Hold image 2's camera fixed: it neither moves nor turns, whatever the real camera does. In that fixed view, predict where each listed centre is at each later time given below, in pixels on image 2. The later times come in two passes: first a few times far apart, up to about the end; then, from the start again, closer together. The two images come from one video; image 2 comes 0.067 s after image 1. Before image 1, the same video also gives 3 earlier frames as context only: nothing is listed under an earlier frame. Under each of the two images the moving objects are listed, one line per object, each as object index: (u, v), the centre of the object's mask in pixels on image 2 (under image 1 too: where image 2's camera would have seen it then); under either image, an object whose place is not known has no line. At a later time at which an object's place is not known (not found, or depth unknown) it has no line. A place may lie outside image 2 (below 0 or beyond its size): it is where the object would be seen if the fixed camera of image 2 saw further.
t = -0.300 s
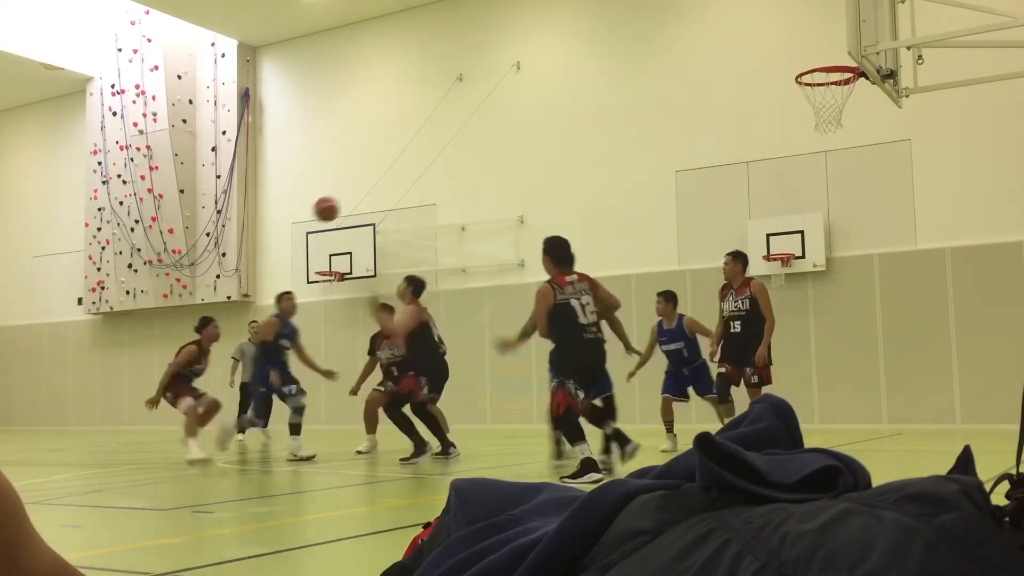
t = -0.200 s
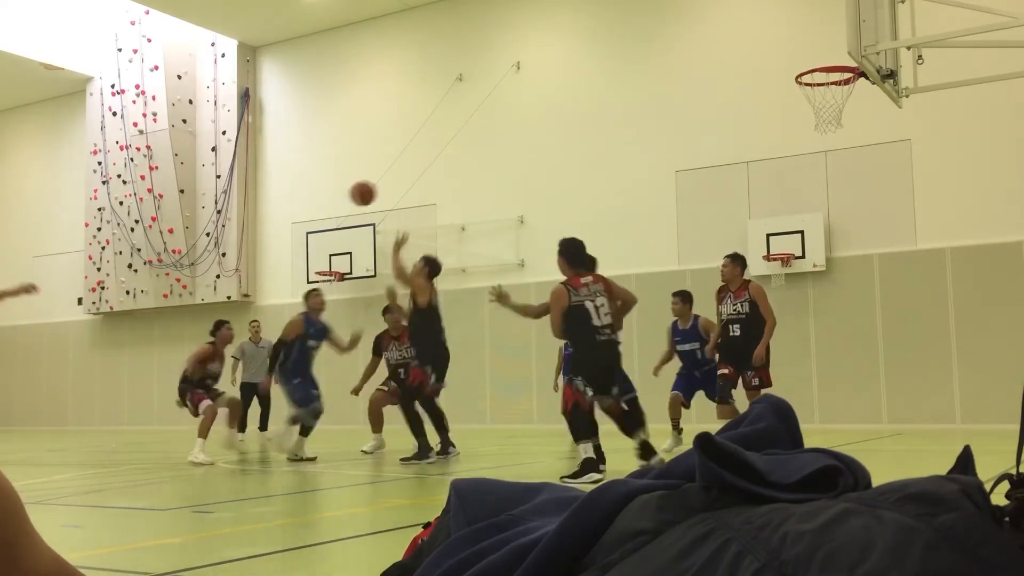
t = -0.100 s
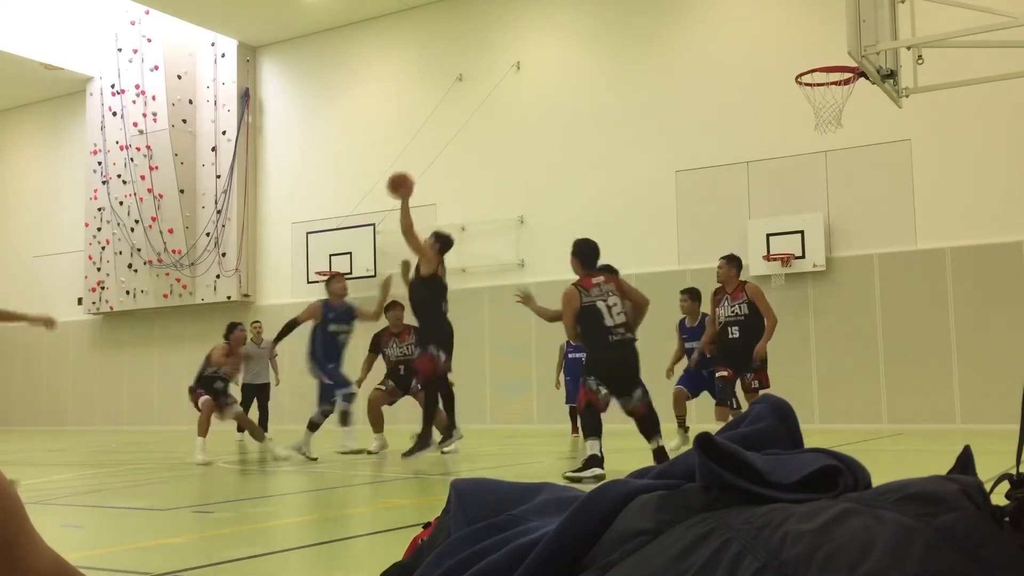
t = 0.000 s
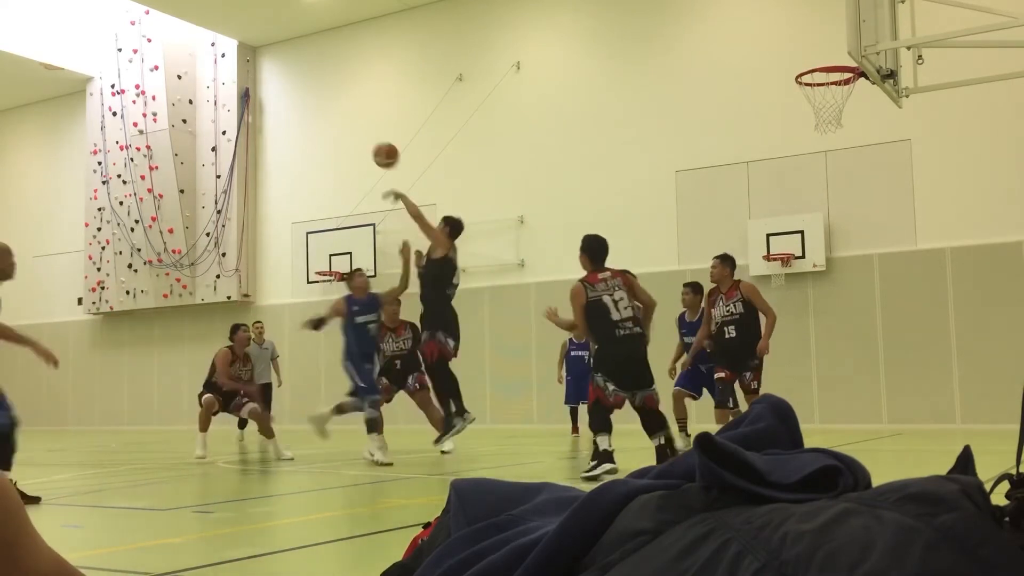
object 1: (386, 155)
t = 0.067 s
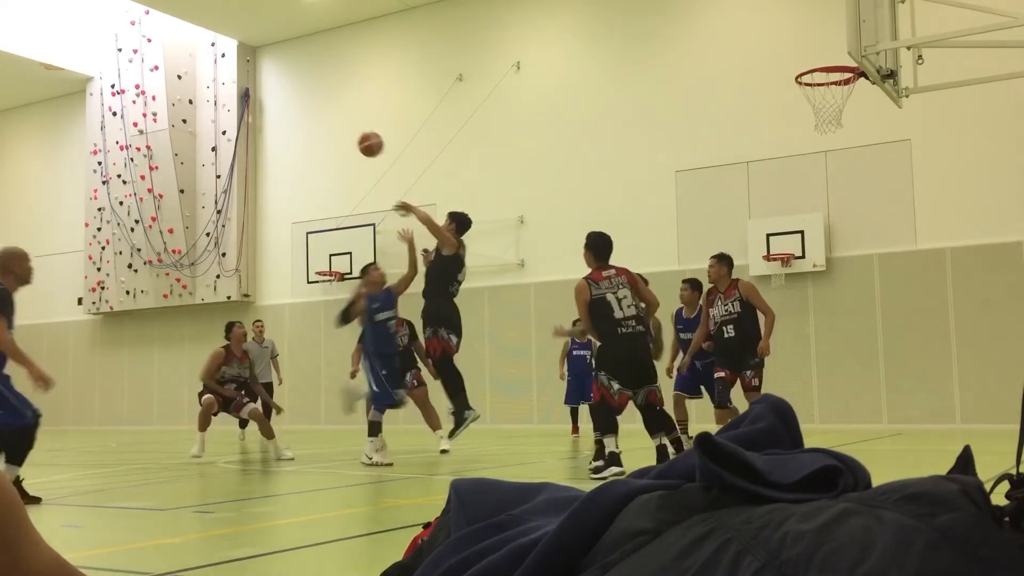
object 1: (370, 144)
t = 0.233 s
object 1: (336, 137)
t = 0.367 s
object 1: (311, 150)
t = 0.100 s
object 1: (363, 141)
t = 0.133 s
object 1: (356, 138)
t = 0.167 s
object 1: (349, 137)
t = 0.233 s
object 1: (336, 137)
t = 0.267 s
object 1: (330, 139)
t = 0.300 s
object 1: (323, 142)
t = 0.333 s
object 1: (317, 146)
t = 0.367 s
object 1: (311, 150)
